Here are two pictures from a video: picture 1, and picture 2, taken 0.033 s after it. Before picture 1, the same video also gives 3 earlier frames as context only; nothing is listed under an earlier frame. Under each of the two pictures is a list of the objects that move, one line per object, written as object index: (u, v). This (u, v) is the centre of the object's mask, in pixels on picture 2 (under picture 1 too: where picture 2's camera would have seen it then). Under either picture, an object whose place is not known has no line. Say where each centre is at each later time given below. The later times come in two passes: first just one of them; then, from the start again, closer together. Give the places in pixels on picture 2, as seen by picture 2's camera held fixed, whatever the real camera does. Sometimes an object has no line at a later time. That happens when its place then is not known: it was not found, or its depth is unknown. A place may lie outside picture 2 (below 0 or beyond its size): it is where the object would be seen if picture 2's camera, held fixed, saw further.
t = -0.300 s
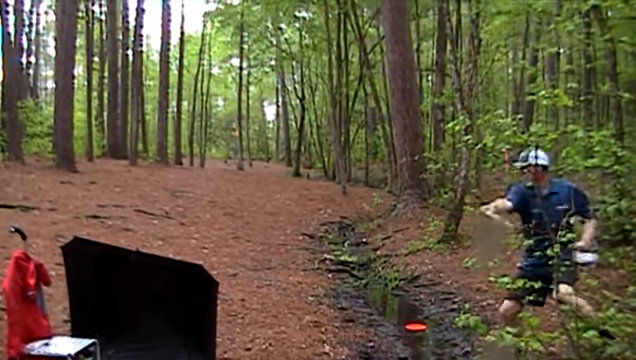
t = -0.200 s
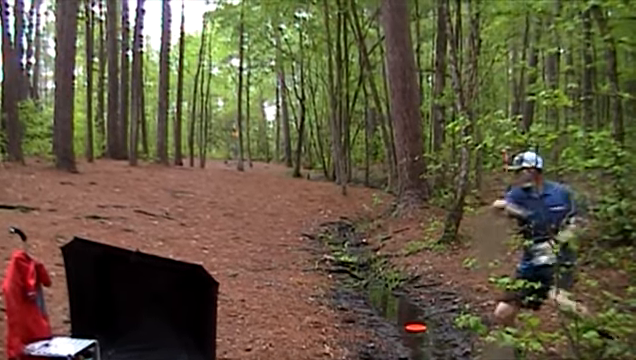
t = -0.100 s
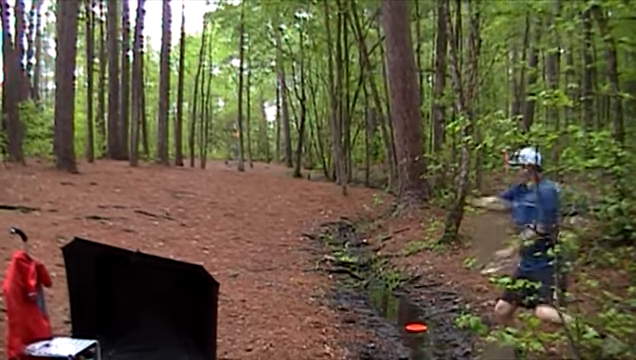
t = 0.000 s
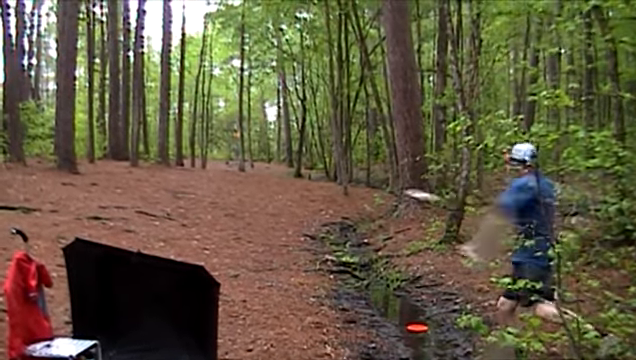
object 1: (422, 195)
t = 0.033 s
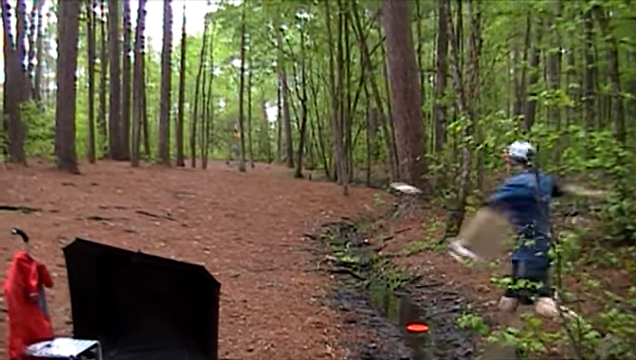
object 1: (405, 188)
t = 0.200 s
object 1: (349, 159)
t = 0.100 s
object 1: (378, 174)
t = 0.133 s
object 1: (368, 169)
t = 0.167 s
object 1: (358, 164)
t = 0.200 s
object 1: (349, 159)
